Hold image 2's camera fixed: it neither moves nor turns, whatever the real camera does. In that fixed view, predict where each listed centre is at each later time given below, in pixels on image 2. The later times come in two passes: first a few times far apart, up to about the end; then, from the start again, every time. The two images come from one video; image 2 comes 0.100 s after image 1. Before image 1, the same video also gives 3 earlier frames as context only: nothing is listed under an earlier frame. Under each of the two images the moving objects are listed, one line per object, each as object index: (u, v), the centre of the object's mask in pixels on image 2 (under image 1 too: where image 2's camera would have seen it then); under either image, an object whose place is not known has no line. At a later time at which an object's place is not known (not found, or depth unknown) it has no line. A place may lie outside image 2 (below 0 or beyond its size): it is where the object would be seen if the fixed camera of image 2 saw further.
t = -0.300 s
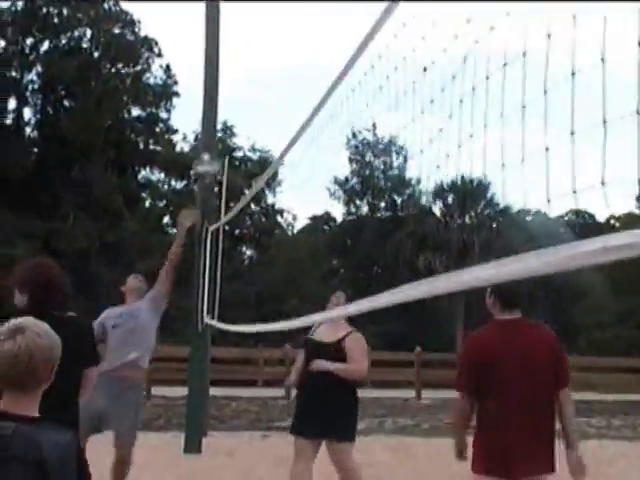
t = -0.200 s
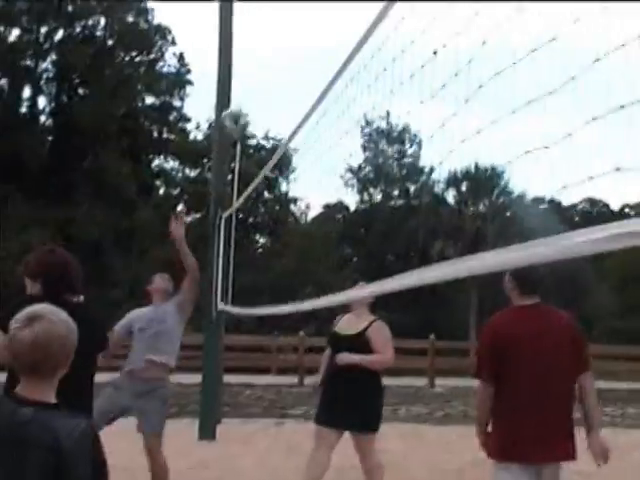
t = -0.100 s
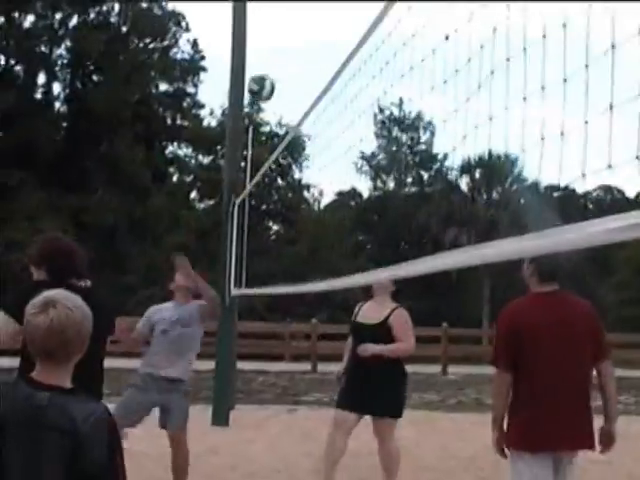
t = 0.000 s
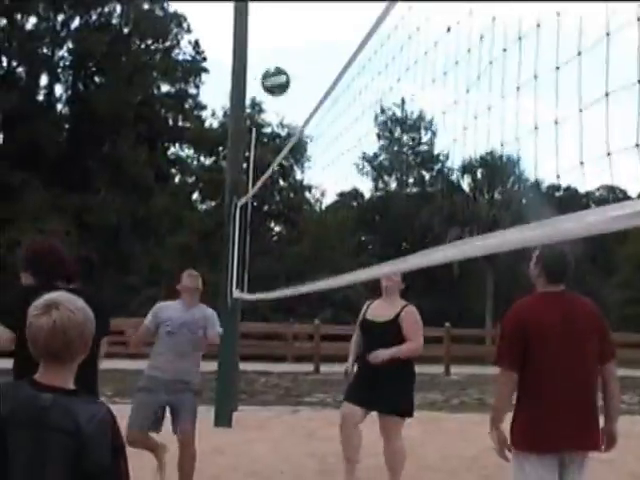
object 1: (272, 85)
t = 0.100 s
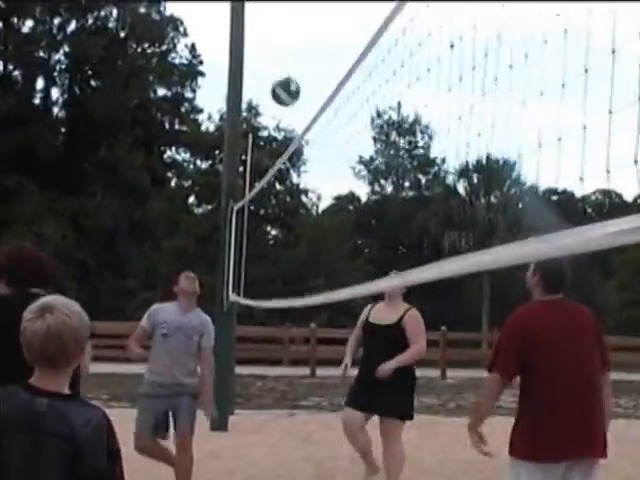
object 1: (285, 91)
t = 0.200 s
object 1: (299, 111)
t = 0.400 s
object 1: (326, 205)
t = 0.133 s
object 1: (290, 96)
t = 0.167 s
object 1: (295, 102)
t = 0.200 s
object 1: (299, 111)
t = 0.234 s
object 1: (300, 119)
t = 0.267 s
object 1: (311, 135)
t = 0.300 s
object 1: (316, 148)
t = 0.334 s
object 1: (318, 165)
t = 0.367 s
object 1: (322, 184)
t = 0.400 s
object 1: (326, 205)
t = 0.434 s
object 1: (333, 223)
